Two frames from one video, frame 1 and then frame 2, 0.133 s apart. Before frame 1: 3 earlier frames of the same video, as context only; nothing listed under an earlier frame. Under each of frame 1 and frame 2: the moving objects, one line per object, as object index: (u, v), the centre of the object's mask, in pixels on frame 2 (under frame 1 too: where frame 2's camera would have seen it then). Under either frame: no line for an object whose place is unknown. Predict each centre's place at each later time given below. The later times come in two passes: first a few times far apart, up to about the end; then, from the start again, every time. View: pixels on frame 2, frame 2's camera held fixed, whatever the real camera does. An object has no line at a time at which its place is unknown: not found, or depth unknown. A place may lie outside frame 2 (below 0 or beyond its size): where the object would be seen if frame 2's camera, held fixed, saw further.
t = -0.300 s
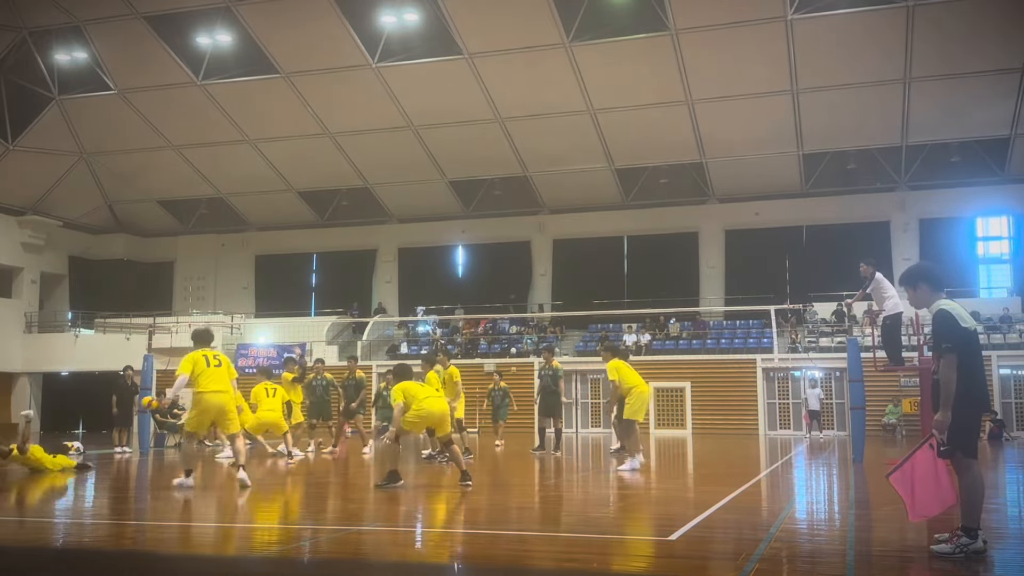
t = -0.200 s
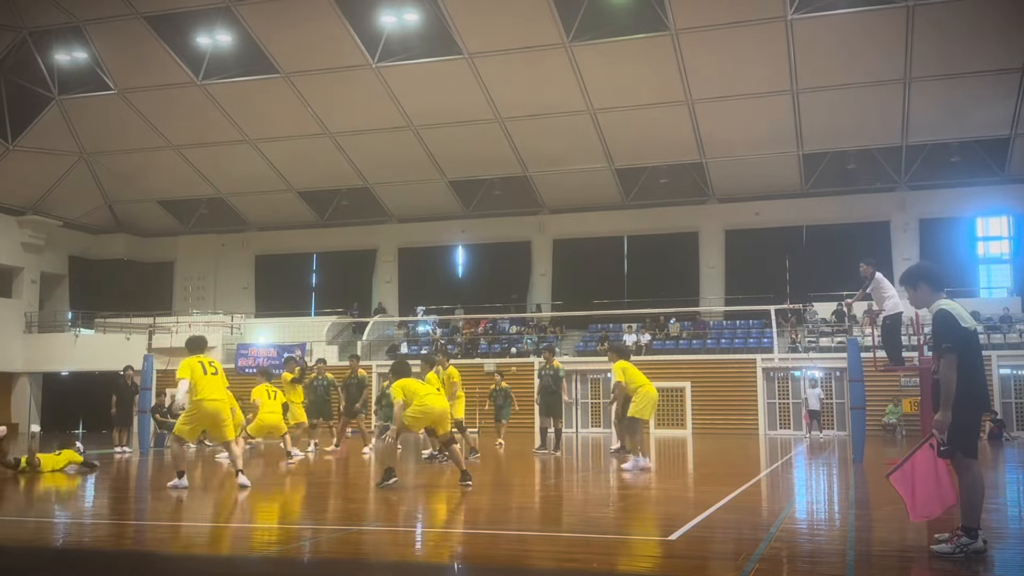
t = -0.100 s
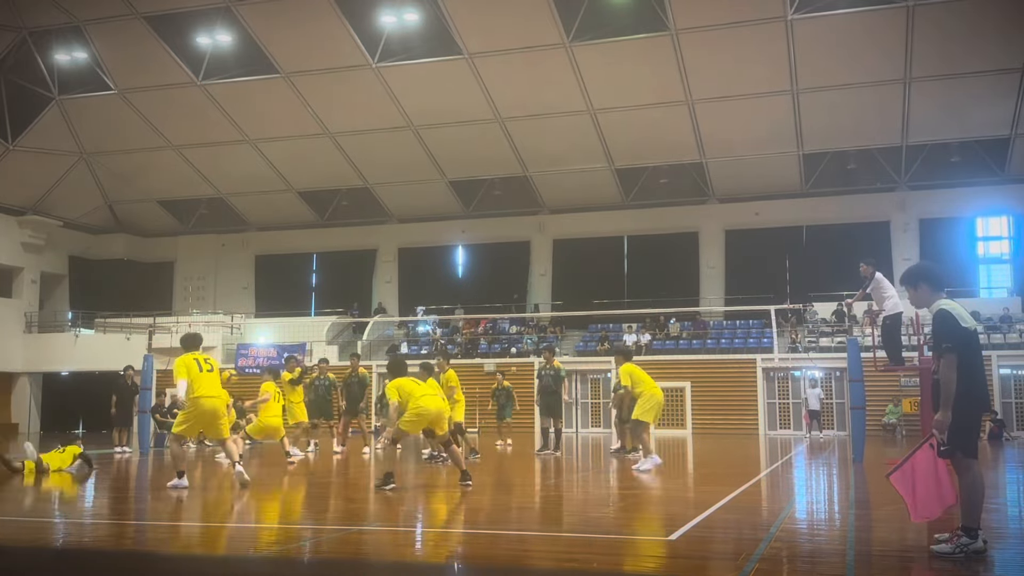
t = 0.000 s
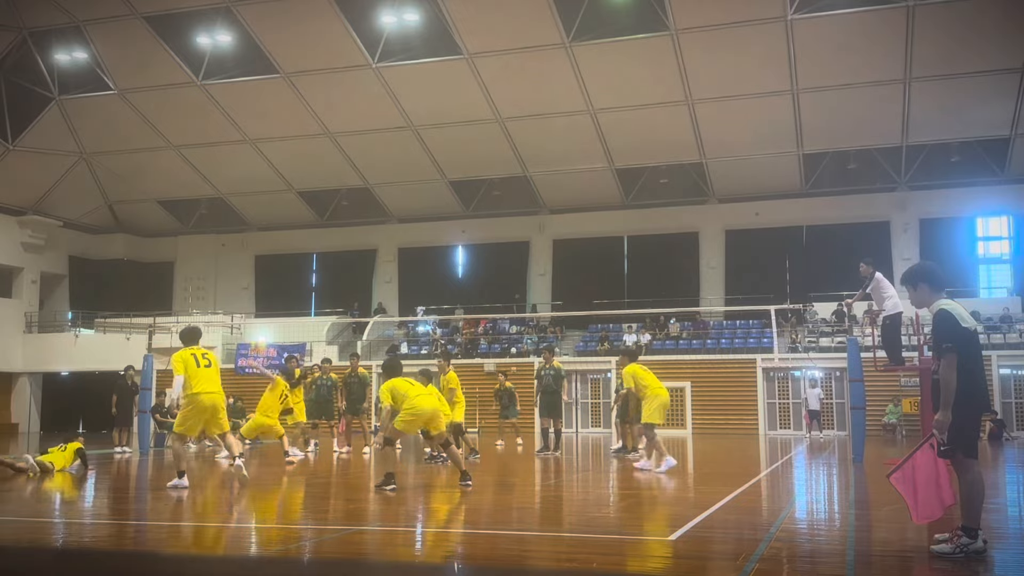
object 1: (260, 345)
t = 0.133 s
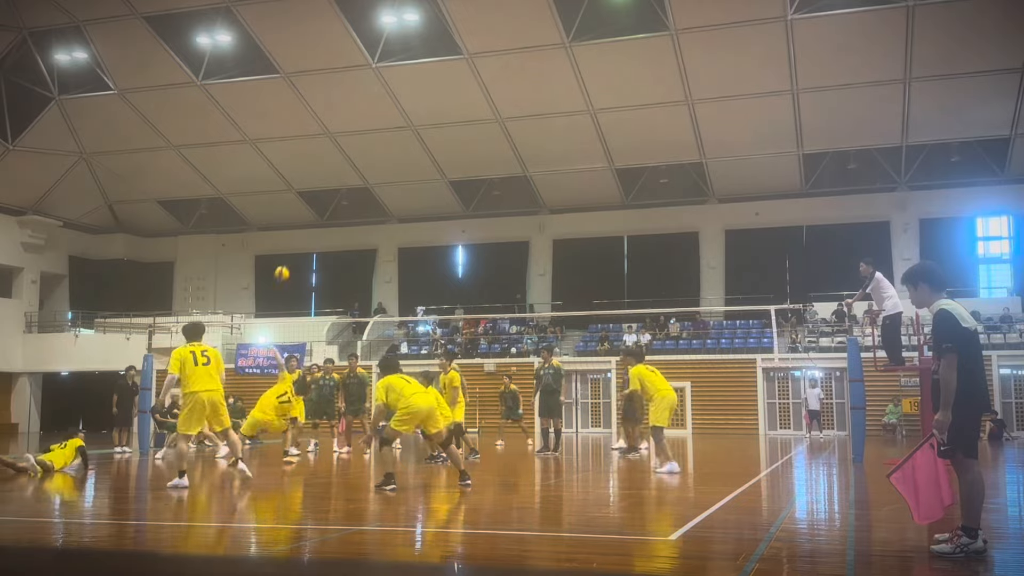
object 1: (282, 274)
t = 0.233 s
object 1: (299, 229)
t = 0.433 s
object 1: (332, 164)
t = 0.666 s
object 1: (366, 125)
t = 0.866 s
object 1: (394, 117)
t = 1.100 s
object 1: (425, 135)
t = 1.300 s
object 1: (450, 175)
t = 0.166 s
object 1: (288, 258)
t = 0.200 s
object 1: (293, 243)
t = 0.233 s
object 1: (299, 229)
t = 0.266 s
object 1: (304, 216)
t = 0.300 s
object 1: (310, 205)
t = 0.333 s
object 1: (315, 194)
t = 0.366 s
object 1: (321, 183)
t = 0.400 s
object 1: (326, 174)
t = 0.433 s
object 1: (332, 164)
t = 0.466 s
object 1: (336, 157)
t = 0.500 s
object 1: (341, 149)
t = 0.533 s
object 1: (347, 144)
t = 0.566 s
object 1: (352, 137)
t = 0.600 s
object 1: (356, 132)
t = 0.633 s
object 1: (362, 128)
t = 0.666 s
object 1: (366, 125)
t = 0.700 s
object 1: (372, 122)
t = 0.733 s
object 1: (376, 120)
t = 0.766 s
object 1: (381, 116)
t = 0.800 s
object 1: (385, 117)
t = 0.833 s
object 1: (390, 116)
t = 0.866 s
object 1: (394, 117)
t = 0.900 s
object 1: (399, 116)
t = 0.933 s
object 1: (403, 119)
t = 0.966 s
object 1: (408, 121)
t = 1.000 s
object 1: (412, 124)
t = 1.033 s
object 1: (416, 126)
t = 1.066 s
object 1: (421, 131)
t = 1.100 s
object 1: (425, 135)
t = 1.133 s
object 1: (429, 141)
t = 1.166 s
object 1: (433, 147)
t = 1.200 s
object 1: (438, 153)
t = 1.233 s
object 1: (442, 160)
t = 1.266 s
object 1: (446, 166)
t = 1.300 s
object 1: (450, 175)
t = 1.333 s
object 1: (454, 184)
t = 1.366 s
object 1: (458, 193)
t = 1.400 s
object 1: (463, 203)
